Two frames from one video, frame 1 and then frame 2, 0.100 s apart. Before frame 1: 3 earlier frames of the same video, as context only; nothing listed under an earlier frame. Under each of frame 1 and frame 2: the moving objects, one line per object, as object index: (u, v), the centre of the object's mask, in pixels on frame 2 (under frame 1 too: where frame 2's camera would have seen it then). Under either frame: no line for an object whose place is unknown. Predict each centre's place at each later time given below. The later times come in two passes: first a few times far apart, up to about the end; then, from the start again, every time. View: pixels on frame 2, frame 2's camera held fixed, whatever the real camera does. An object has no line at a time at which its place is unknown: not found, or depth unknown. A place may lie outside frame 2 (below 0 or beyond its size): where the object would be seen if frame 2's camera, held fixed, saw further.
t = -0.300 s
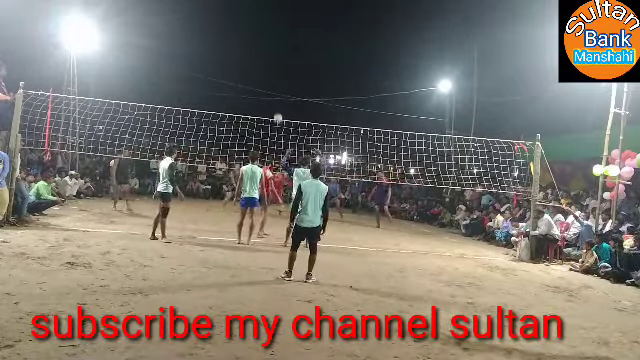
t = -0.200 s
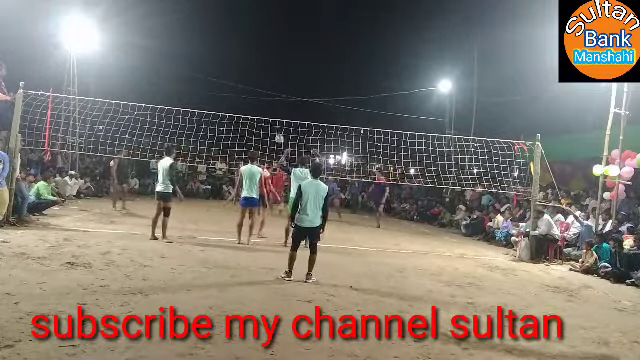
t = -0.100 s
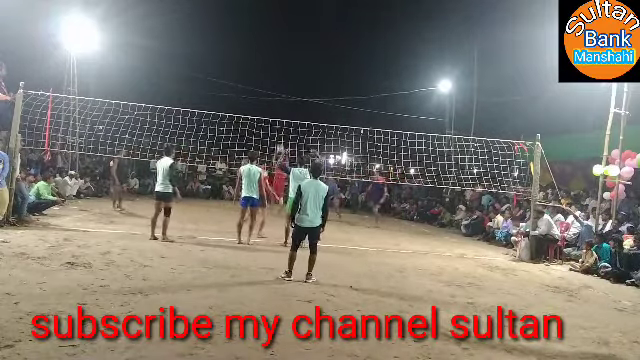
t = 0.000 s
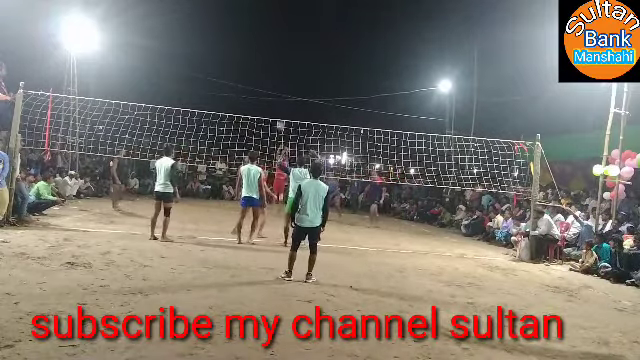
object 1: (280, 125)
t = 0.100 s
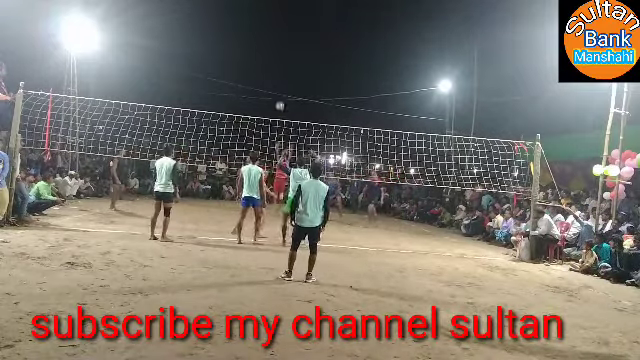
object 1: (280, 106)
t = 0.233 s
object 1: (279, 82)
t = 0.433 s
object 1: (277, 59)
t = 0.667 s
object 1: (272, 49)
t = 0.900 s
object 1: (266, 62)
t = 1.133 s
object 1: (256, 102)
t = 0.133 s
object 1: (280, 100)
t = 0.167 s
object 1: (279, 93)
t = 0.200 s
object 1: (279, 88)
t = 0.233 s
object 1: (279, 82)
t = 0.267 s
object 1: (278, 78)
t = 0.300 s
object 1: (278, 73)
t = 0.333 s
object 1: (278, 69)
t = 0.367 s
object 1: (278, 65)
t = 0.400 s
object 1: (277, 62)
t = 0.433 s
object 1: (277, 59)
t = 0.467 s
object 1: (276, 56)
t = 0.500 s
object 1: (276, 54)
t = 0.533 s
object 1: (275, 52)
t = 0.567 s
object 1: (275, 50)
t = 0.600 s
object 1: (274, 50)
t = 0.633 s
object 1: (273, 49)
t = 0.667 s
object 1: (272, 49)
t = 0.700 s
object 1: (272, 49)
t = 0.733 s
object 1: (271, 50)
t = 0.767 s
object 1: (270, 51)
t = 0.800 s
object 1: (269, 53)
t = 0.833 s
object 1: (268, 55)
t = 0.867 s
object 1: (267, 58)
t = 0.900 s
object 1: (266, 62)
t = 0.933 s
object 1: (264, 66)
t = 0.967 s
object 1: (263, 70)
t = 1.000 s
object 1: (262, 76)
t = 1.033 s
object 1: (260, 82)
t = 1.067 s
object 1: (259, 88)
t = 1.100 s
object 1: (258, 94)
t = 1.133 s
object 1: (256, 102)
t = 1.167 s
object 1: (254, 110)
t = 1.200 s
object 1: (253, 118)
